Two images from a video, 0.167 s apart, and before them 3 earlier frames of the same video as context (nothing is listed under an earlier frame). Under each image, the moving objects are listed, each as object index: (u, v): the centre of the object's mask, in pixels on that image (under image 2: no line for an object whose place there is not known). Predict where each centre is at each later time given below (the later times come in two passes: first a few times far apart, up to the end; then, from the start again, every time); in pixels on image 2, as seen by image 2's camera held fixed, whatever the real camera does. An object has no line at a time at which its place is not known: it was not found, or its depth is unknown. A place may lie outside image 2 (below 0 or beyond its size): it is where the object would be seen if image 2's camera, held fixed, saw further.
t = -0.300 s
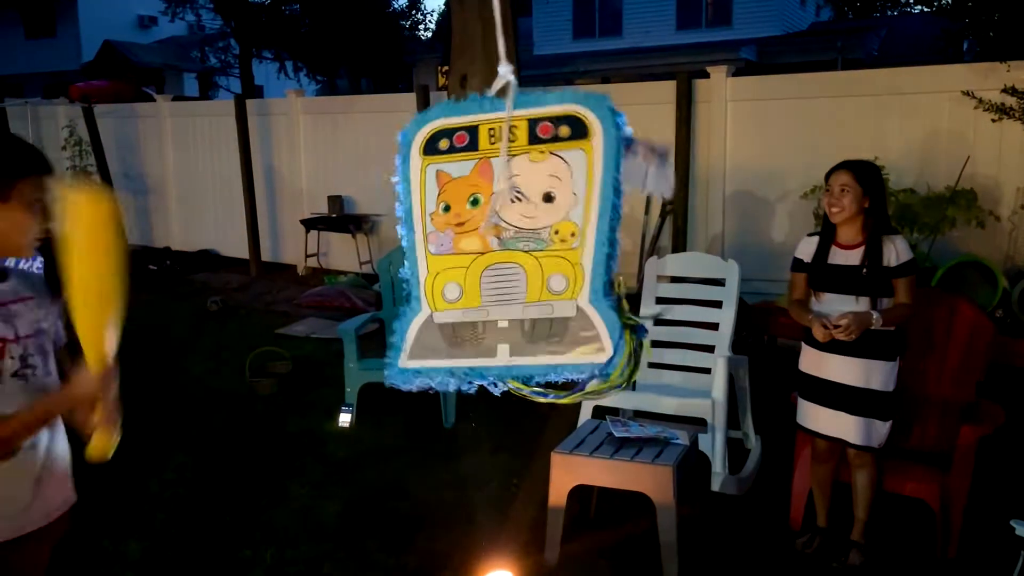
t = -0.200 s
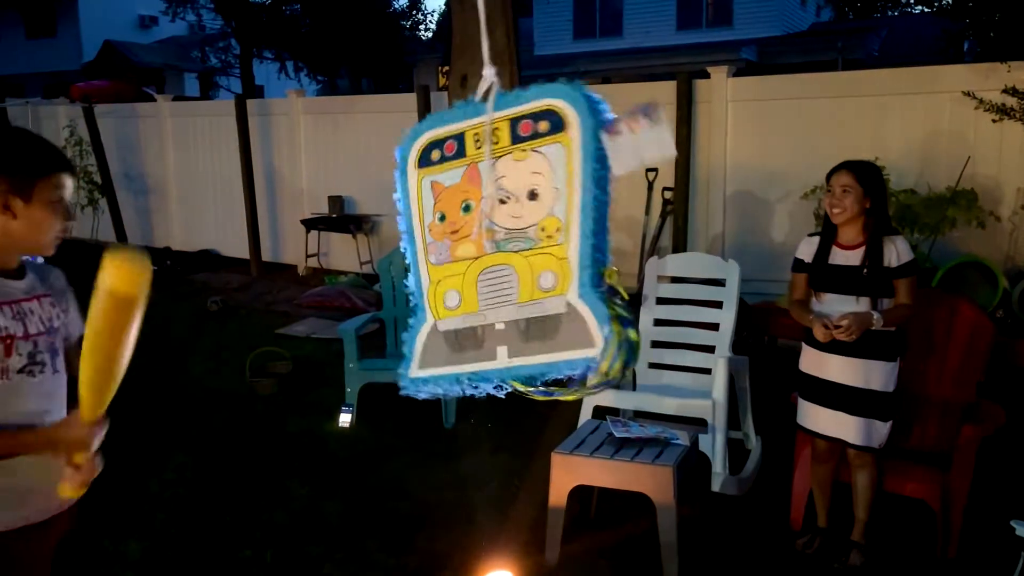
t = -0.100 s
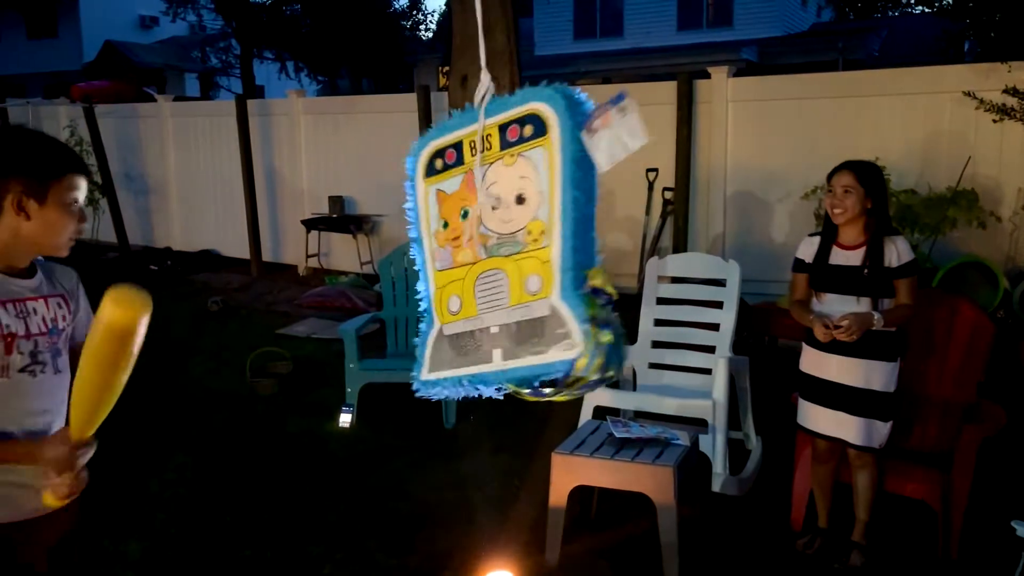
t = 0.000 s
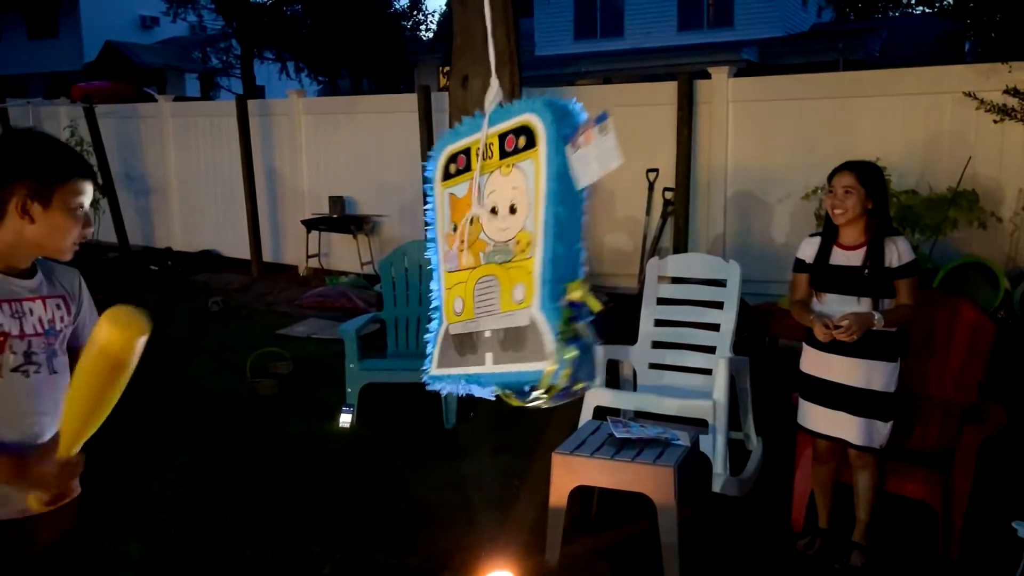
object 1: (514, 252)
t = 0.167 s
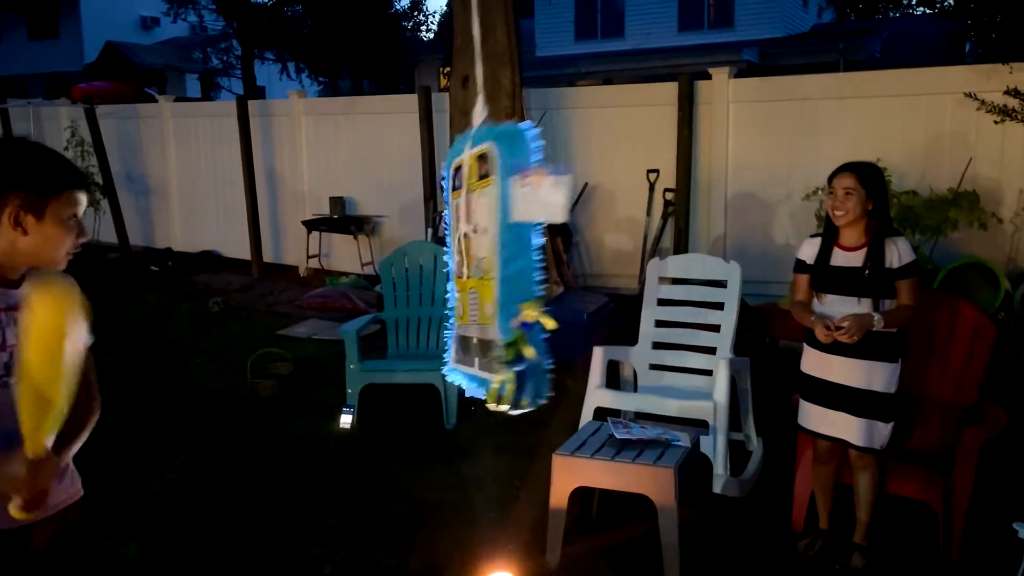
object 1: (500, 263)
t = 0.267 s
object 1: (485, 271)
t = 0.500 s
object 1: (461, 271)
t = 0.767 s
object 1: (448, 246)
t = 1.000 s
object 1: (449, 221)
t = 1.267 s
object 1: (454, 210)
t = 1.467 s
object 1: (457, 217)
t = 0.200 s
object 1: (495, 265)
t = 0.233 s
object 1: (490, 268)
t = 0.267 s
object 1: (485, 271)
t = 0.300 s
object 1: (478, 274)
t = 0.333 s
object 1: (474, 280)
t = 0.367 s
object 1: (471, 278)
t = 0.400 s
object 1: (470, 278)
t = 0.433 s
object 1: (467, 276)
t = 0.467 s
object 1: (464, 274)
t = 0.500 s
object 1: (461, 271)
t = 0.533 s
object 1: (459, 269)
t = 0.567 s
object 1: (456, 265)
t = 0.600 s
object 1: (455, 263)
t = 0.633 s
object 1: (454, 259)
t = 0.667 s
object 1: (452, 257)
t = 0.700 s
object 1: (449, 254)
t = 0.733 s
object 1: (448, 250)
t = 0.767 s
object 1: (448, 246)
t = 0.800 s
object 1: (451, 241)
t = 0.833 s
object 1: (450, 237)
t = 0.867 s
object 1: (450, 234)
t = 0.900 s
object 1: (449, 231)
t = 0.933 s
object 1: (450, 227)
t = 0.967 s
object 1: (448, 224)
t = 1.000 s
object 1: (449, 221)
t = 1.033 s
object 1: (448, 219)
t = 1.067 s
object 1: (448, 216)
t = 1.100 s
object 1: (448, 214)
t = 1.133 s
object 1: (449, 212)
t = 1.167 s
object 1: (450, 211)
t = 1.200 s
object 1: (451, 210)
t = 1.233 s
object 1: (452, 210)
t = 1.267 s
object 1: (454, 210)
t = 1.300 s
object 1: (454, 210)
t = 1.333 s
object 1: (455, 211)
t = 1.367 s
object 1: (455, 212)
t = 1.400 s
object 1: (455, 214)
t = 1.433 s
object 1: (456, 215)
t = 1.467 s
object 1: (457, 217)
